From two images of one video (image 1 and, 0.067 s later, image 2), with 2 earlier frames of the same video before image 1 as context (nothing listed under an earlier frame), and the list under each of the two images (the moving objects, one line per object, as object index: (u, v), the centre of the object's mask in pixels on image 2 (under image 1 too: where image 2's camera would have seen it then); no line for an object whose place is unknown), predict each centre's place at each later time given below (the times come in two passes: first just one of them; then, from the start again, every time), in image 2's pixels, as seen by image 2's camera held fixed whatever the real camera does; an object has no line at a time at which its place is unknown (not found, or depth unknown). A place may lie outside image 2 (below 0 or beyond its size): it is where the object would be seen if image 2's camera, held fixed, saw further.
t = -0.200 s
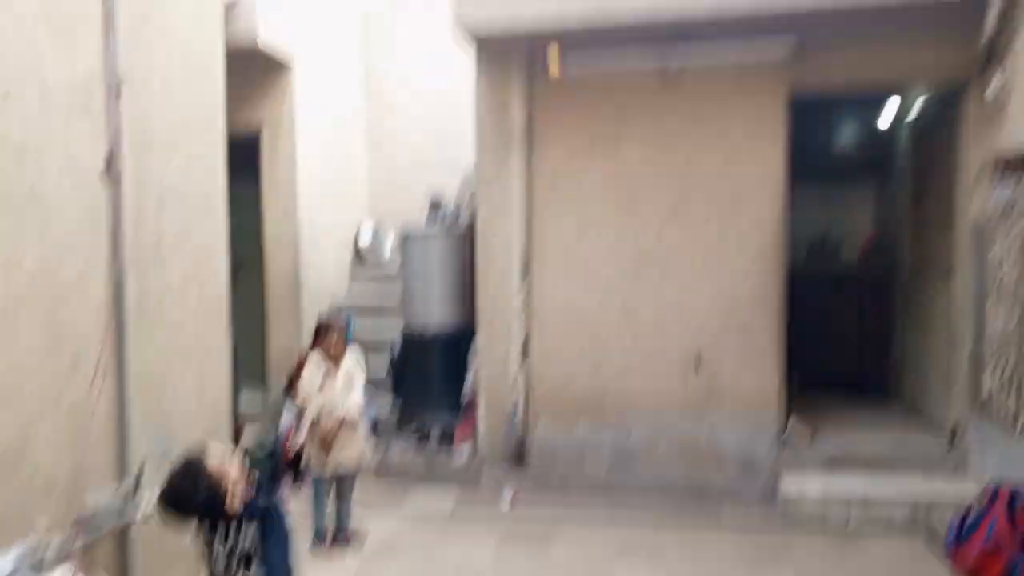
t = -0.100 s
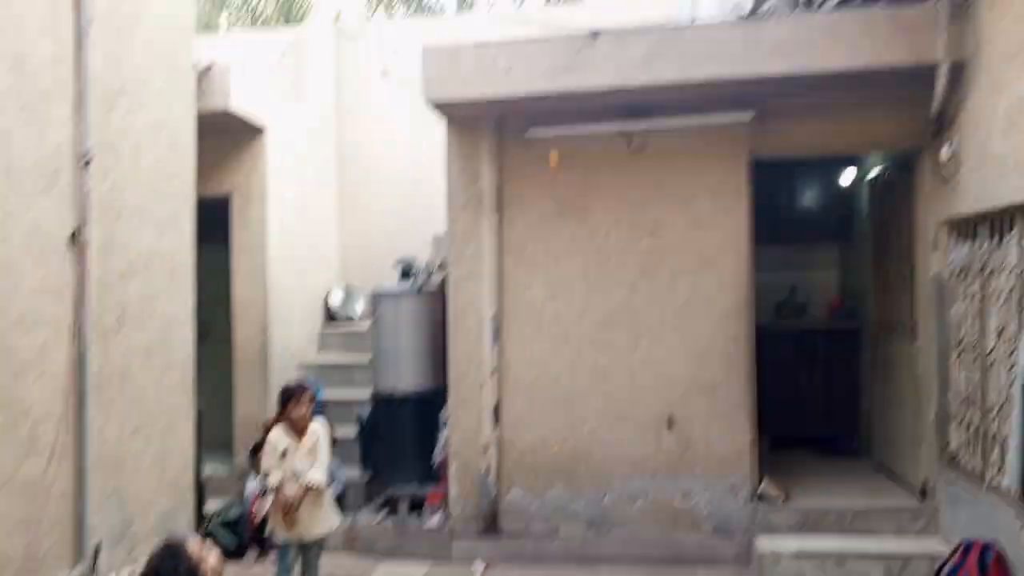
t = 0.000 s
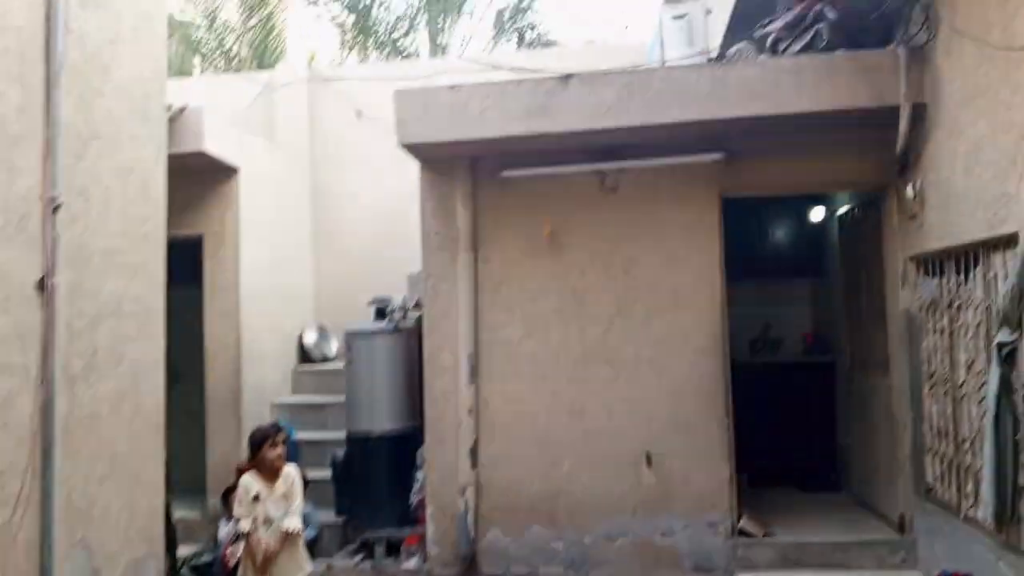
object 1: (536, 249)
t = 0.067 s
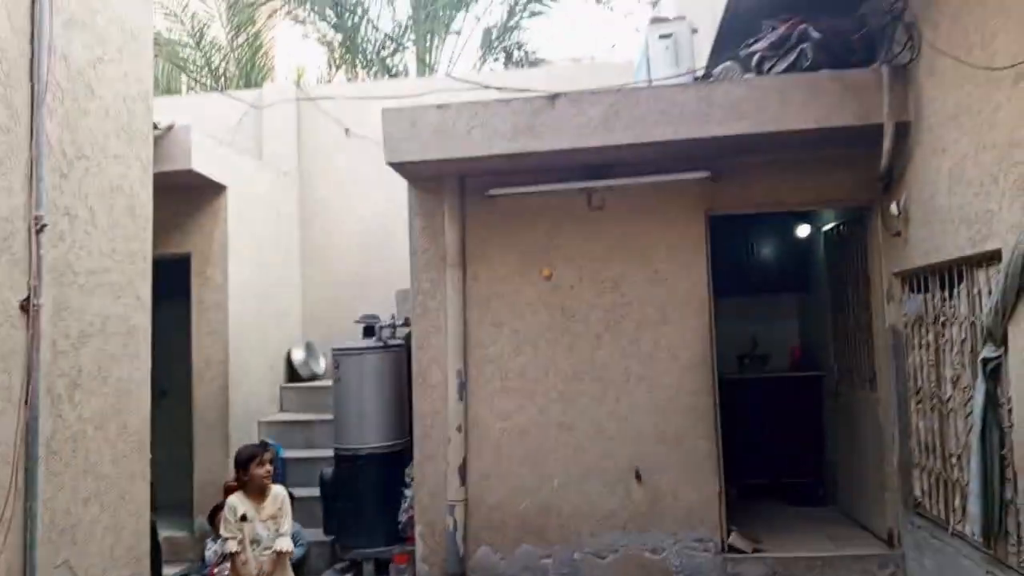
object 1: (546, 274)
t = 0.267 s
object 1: (586, 420)
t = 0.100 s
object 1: (552, 290)
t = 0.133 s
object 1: (557, 309)
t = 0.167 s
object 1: (564, 332)
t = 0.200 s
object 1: (570, 358)
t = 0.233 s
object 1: (578, 387)
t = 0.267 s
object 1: (586, 420)
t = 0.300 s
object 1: (592, 457)
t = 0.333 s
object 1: (602, 497)
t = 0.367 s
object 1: (610, 543)
